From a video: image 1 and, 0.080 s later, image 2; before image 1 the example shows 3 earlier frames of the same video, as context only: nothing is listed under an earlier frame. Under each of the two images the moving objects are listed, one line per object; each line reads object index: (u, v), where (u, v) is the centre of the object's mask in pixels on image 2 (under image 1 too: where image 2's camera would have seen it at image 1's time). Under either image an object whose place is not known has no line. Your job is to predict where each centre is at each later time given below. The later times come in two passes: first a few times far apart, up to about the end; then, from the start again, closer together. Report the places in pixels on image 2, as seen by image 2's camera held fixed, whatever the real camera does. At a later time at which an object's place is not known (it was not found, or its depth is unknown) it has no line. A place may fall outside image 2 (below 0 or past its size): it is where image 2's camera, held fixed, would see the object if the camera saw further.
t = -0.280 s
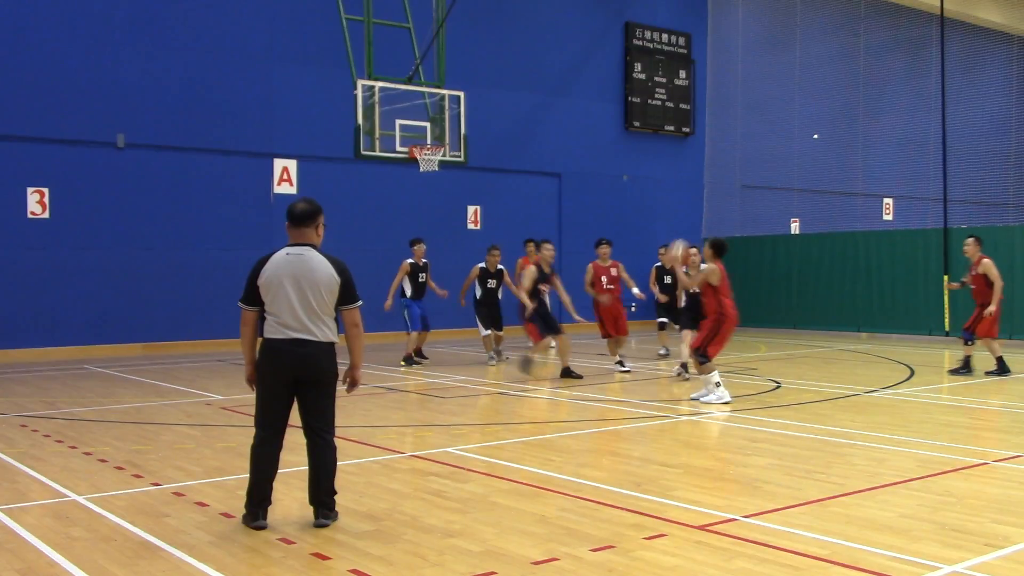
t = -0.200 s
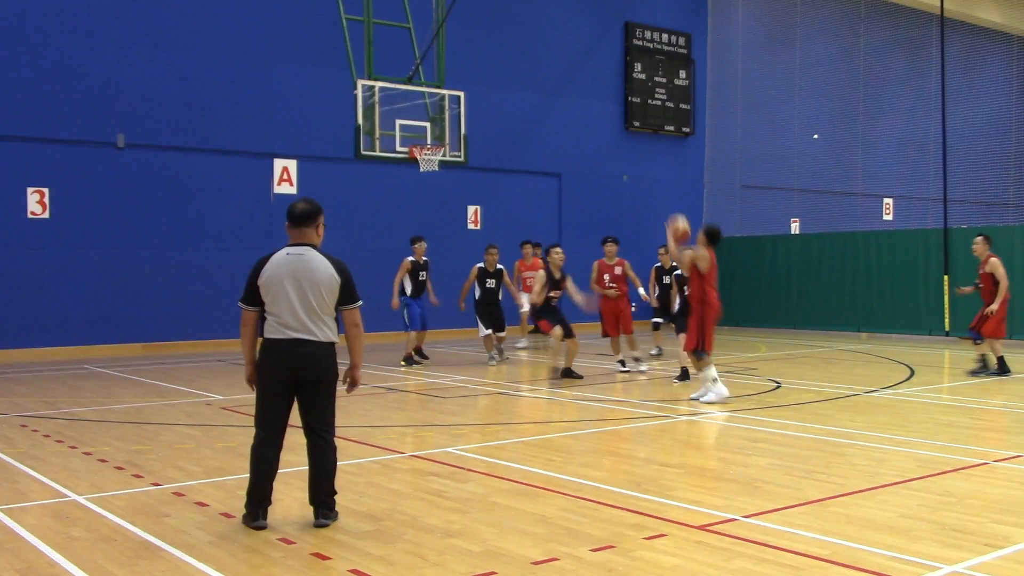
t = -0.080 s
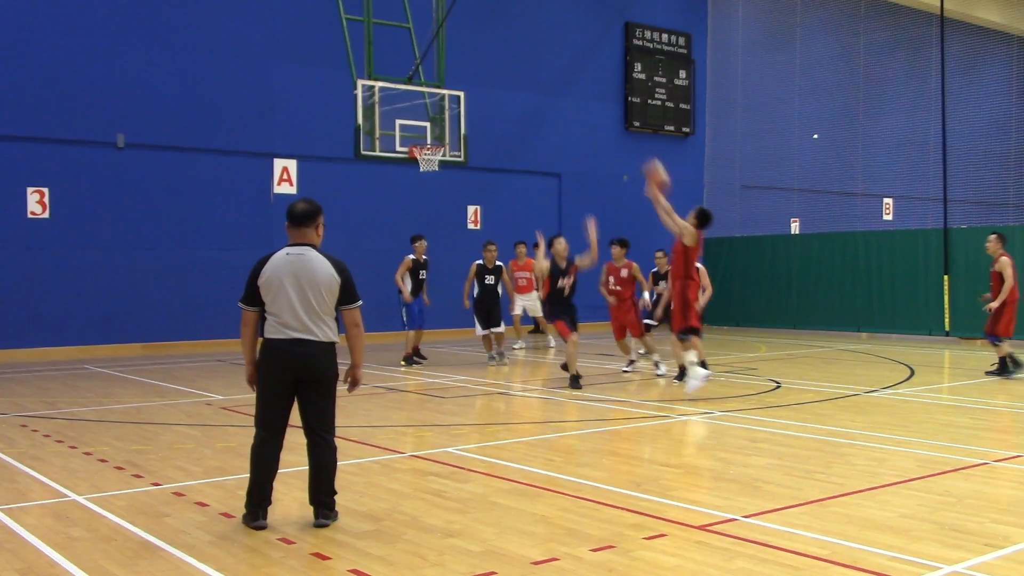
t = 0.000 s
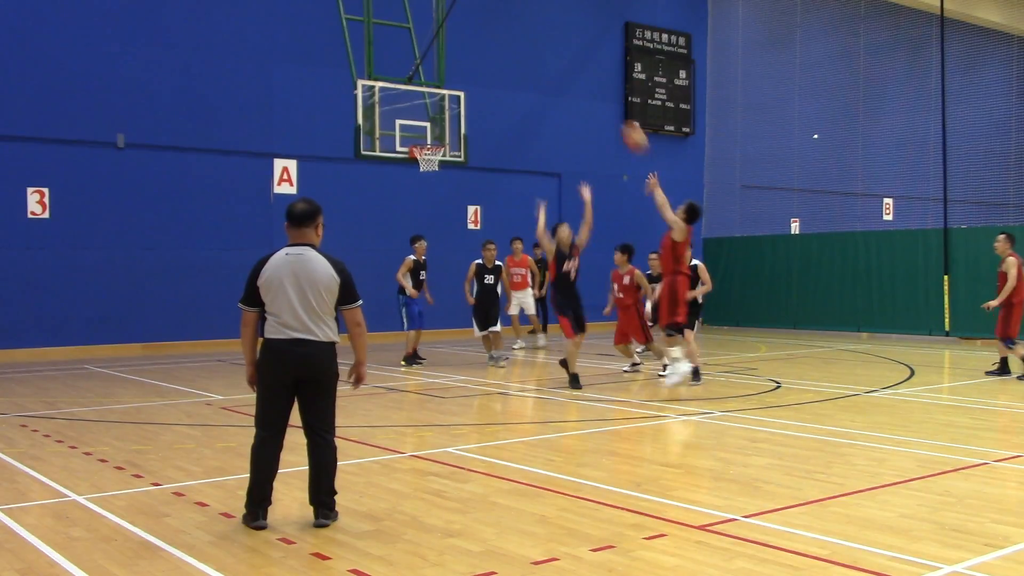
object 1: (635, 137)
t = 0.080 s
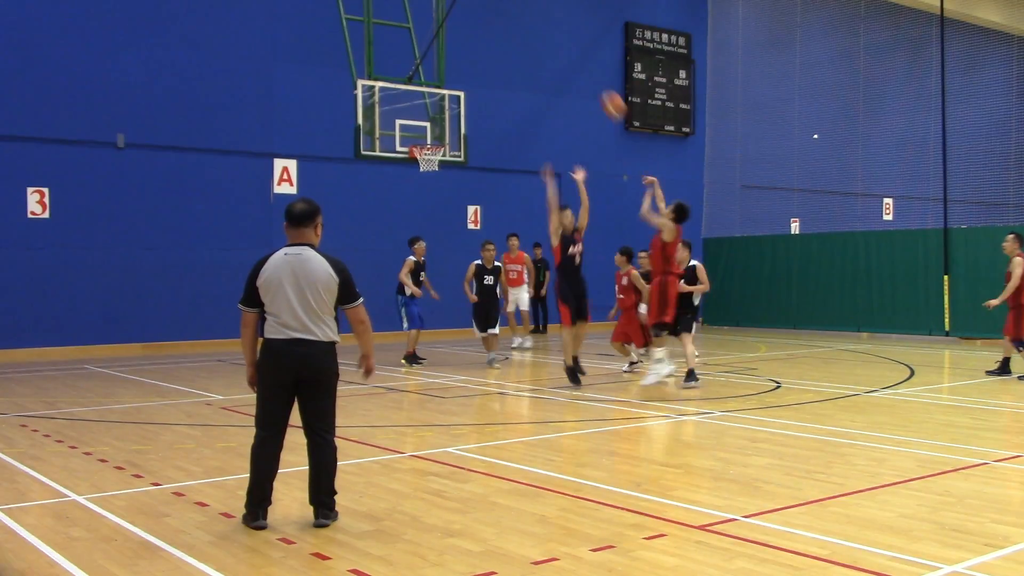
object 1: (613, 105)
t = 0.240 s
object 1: (576, 64)
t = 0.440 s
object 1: (534, 45)
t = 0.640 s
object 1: (498, 58)
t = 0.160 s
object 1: (594, 81)
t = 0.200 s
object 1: (585, 72)
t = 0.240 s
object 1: (576, 64)
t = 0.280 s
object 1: (567, 57)
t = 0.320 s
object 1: (558, 52)
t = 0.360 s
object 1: (550, 48)
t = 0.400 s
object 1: (542, 46)
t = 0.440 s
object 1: (534, 45)
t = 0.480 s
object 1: (526, 46)
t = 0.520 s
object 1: (518, 47)
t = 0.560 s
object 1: (511, 50)
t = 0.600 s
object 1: (504, 53)
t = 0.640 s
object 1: (498, 58)
